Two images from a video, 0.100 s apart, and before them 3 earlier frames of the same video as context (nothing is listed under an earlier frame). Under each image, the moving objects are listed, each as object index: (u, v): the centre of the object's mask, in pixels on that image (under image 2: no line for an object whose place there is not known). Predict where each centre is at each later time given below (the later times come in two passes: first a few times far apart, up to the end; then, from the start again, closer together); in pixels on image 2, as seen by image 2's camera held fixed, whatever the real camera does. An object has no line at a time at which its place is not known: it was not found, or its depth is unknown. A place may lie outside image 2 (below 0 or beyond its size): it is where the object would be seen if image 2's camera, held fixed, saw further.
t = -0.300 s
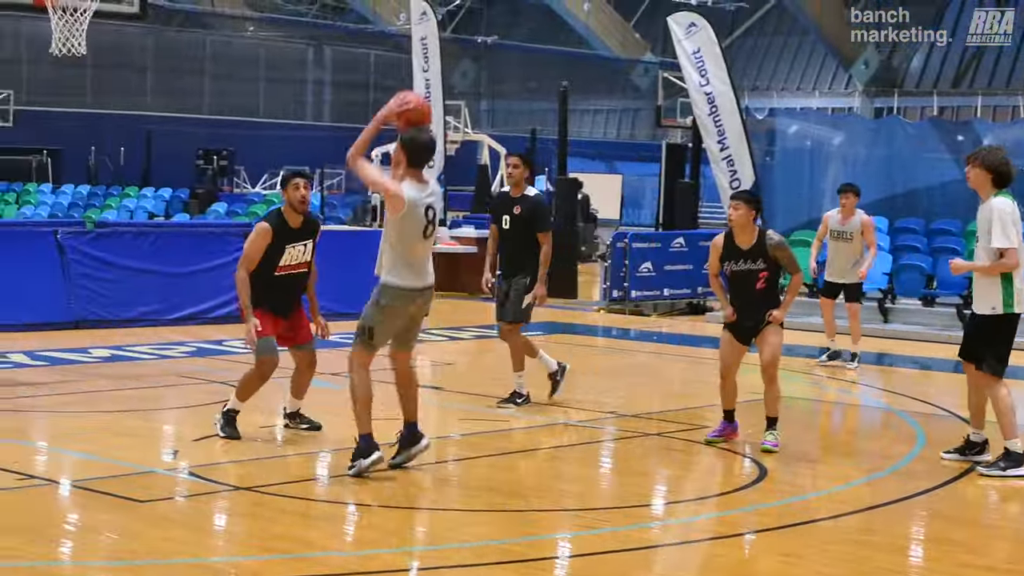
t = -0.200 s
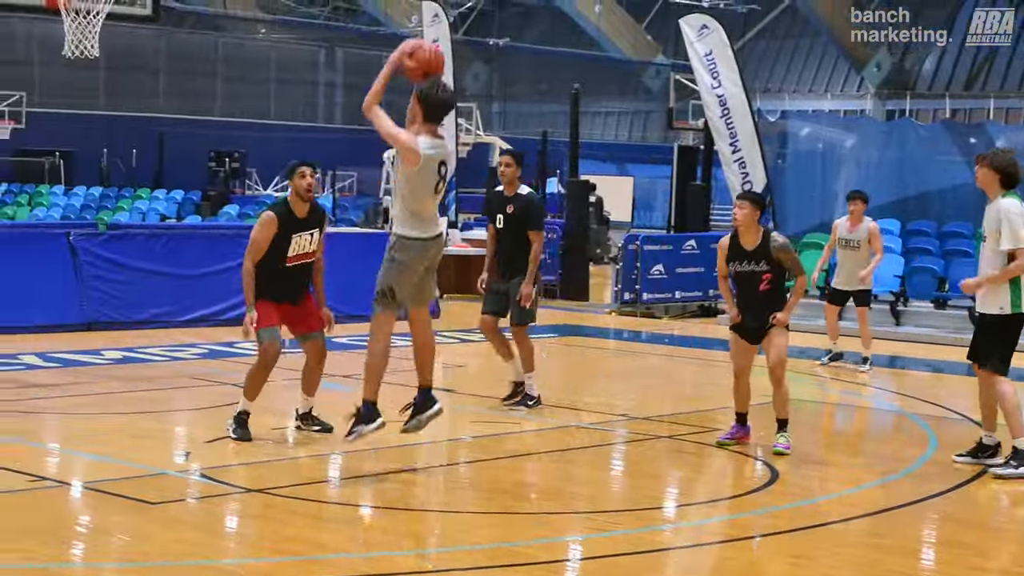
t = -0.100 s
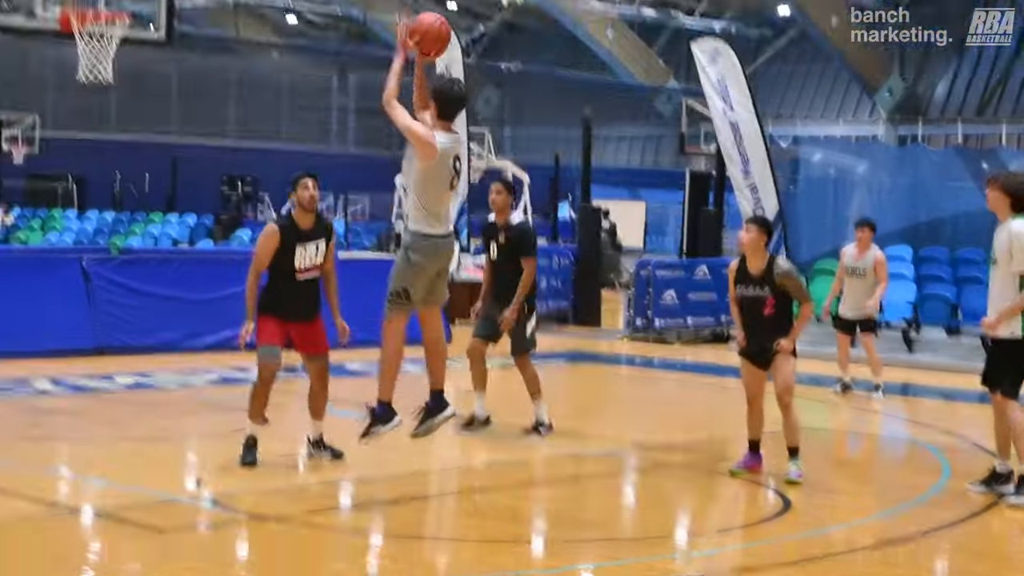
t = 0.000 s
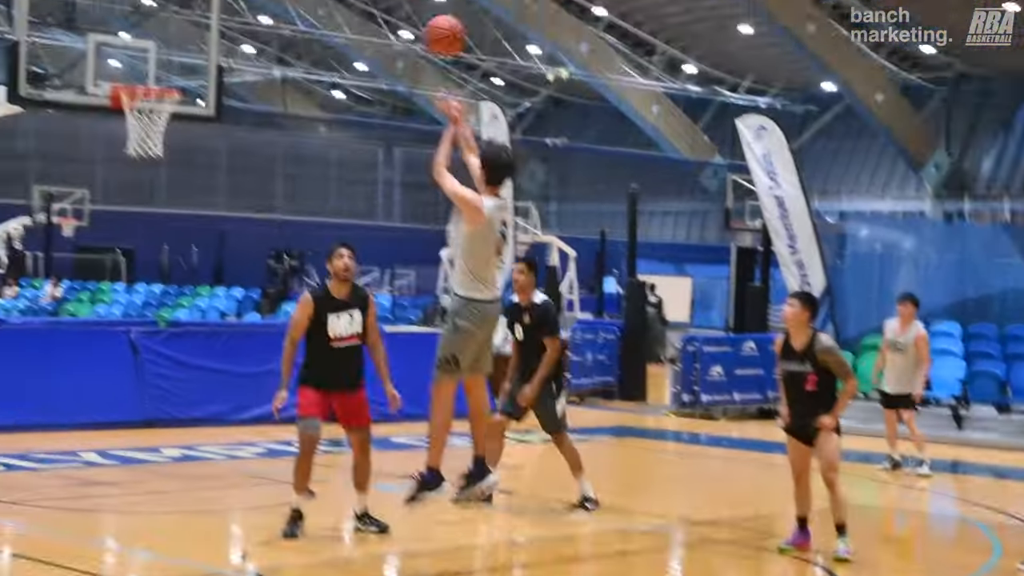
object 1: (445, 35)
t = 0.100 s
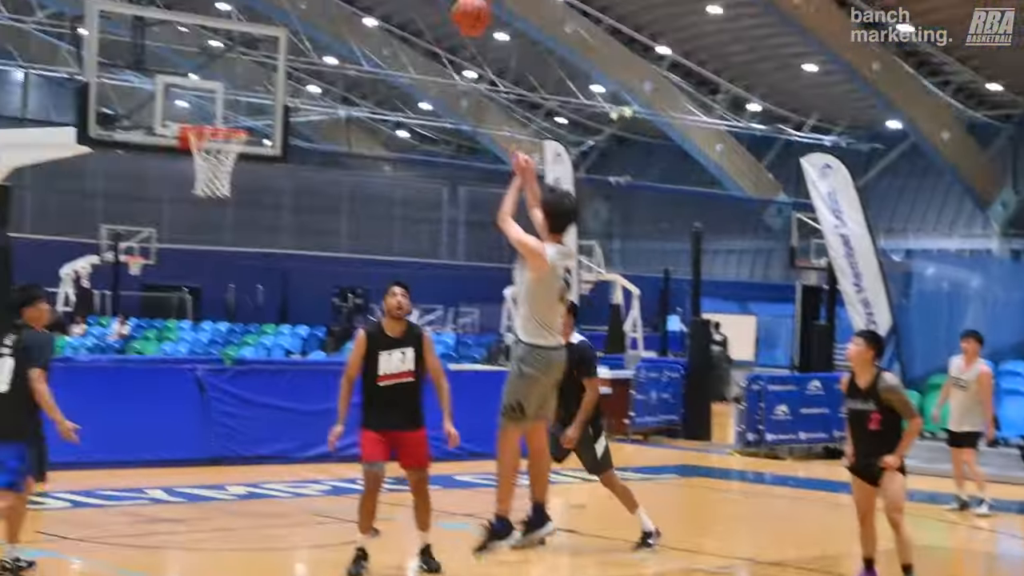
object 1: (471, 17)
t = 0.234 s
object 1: (424, -28)
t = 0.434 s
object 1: (361, -52)
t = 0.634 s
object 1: (302, -14)
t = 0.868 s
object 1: (239, 87)
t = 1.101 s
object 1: (215, 89)
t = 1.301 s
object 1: (201, 105)
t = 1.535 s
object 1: (221, 124)
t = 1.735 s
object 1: (231, 173)
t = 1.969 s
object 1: (226, 221)
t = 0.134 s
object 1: (459, 4)
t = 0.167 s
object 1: (448, -7)
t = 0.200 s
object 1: (436, -18)
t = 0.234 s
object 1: (424, -28)
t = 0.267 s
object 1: (413, -36)
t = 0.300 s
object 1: (402, -43)
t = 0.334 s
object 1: (393, -47)
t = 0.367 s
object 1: (381, -50)
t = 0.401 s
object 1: (371, -52)
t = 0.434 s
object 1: (361, -52)
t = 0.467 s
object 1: (351, -49)
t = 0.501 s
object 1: (341, -45)
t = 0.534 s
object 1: (331, -39)
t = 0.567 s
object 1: (321, -32)
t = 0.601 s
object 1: (312, -24)
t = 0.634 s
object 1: (302, -14)
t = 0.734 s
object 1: (275, 22)
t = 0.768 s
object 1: (265, 36)
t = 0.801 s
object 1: (256, 53)
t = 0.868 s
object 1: (239, 87)
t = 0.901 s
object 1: (231, 106)
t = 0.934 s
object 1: (226, 114)
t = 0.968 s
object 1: (223, 106)
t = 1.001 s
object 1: (222, 99)
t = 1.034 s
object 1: (221, 95)
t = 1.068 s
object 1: (218, 91)
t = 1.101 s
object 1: (215, 89)
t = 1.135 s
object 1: (213, 88)
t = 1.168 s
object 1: (211, 89)
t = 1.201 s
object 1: (209, 91)
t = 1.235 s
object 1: (206, 95)
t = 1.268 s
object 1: (203, 100)
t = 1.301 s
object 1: (201, 105)
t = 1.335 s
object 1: (203, 107)
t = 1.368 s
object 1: (206, 110)
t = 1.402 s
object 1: (209, 114)
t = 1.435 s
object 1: (212, 117)
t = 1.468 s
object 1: (214, 119)
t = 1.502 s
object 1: (217, 122)
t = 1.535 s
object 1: (221, 124)
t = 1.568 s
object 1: (221, 144)
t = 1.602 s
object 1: (227, 154)
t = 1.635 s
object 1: (230, 163)
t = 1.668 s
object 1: (230, 171)
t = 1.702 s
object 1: (231, 172)
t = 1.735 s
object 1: (231, 173)
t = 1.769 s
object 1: (230, 176)
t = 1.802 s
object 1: (230, 181)
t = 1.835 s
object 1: (229, 186)
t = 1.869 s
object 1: (228, 195)
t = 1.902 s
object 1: (228, 202)
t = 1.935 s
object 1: (227, 210)
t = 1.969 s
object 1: (226, 221)
